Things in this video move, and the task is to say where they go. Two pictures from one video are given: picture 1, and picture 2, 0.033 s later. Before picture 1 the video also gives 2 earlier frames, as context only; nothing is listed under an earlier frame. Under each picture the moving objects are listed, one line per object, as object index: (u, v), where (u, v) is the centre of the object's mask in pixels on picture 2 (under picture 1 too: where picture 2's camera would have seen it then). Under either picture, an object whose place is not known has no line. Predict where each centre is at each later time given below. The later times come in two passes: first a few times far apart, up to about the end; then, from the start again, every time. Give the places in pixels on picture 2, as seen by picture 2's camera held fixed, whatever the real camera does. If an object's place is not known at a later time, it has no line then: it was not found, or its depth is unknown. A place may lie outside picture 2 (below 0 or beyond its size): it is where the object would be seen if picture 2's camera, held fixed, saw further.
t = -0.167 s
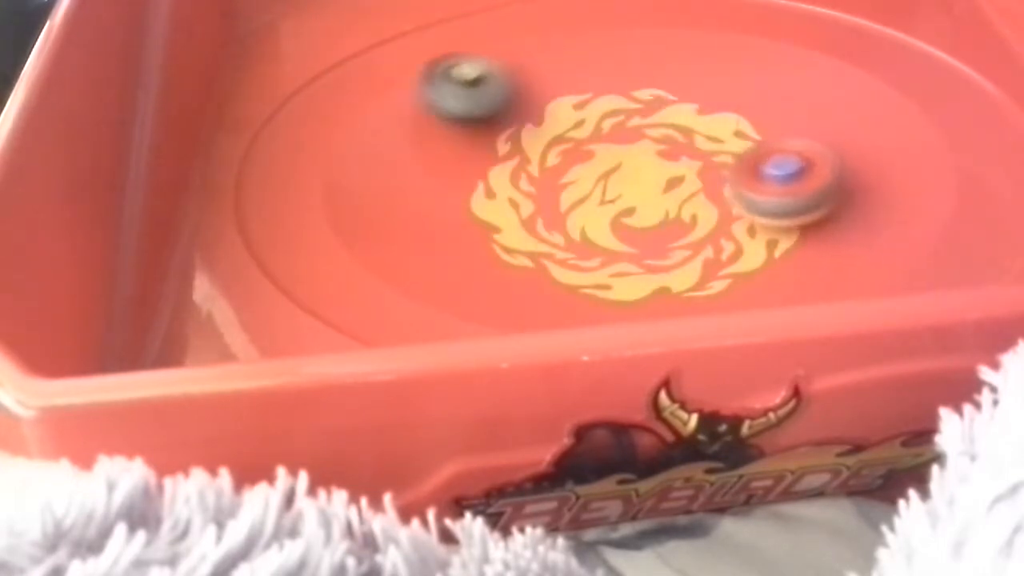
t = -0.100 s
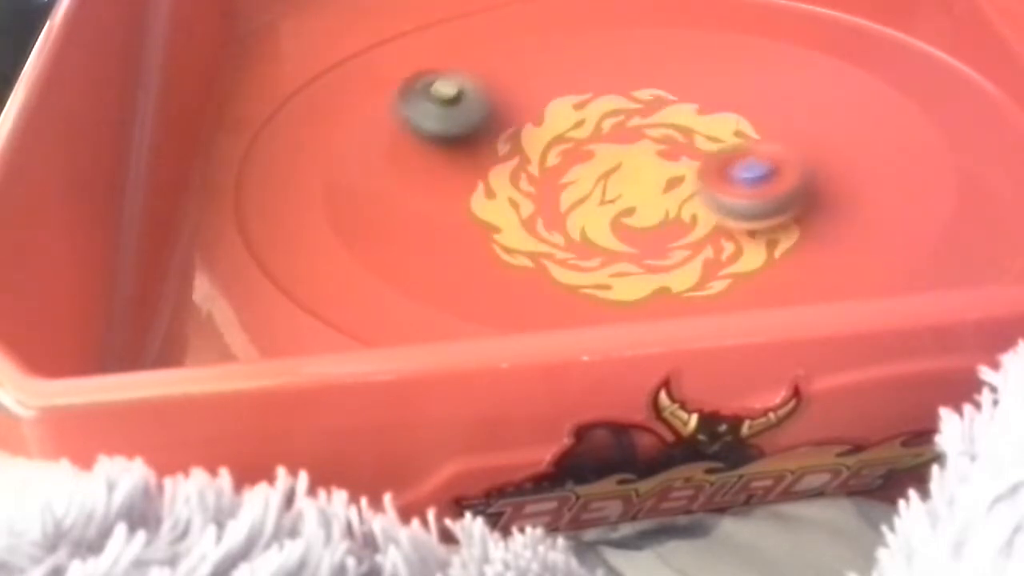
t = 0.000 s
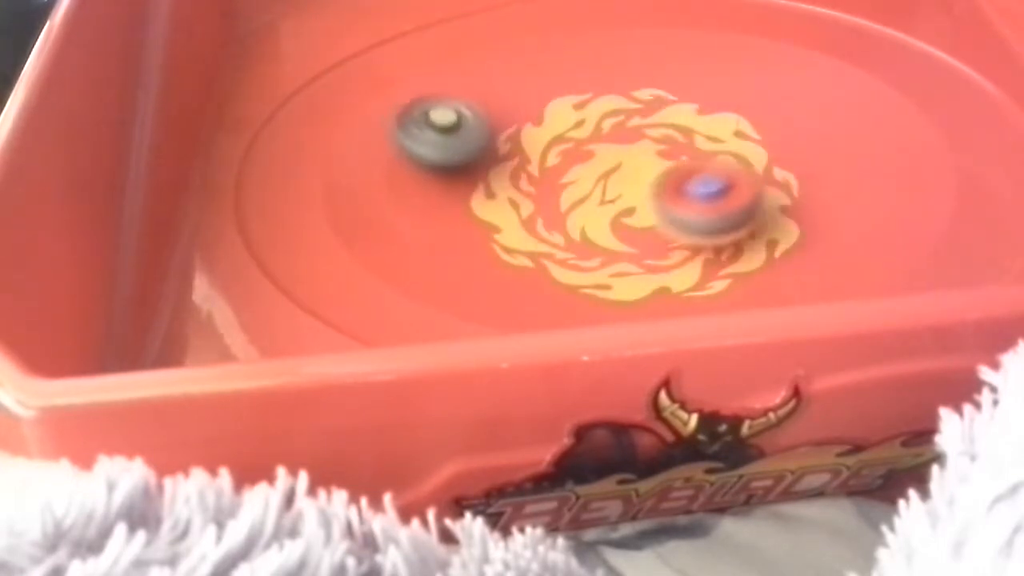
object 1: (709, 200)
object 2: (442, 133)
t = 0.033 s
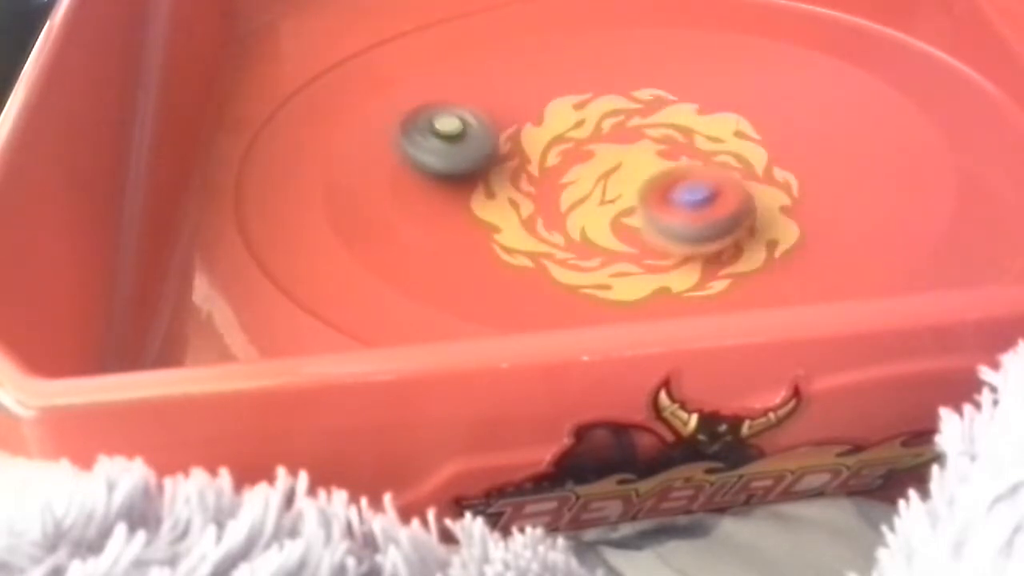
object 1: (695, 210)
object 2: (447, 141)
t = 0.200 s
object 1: (643, 243)
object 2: (487, 167)
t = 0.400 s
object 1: (669, 231)
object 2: (540, 183)
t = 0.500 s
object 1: (679, 221)
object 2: (543, 178)
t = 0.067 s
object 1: (679, 218)
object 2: (453, 147)
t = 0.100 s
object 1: (668, 224)
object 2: (461, 153)
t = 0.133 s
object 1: (654, 233)
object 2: (469, 159)
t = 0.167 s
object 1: (645, 238)
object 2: (478, 163)
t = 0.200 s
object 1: (643, 243)
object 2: (487, 167)
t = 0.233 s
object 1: (642, 245)
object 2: (495, 170)
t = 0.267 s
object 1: (645, 247)
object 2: (505, 173)
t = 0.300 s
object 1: (651, 247)
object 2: (513, 176)
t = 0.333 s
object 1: (660, 244)
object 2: (522, 179)
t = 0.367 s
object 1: (666, 239)
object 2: (532, 182)
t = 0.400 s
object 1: (669, 231)
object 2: (540, 183)
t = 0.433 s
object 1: (667, 223)
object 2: (548, 184)
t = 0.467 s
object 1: (660, 217)
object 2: (555, 185)
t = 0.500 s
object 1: (679, 221)
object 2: (543, 178)
